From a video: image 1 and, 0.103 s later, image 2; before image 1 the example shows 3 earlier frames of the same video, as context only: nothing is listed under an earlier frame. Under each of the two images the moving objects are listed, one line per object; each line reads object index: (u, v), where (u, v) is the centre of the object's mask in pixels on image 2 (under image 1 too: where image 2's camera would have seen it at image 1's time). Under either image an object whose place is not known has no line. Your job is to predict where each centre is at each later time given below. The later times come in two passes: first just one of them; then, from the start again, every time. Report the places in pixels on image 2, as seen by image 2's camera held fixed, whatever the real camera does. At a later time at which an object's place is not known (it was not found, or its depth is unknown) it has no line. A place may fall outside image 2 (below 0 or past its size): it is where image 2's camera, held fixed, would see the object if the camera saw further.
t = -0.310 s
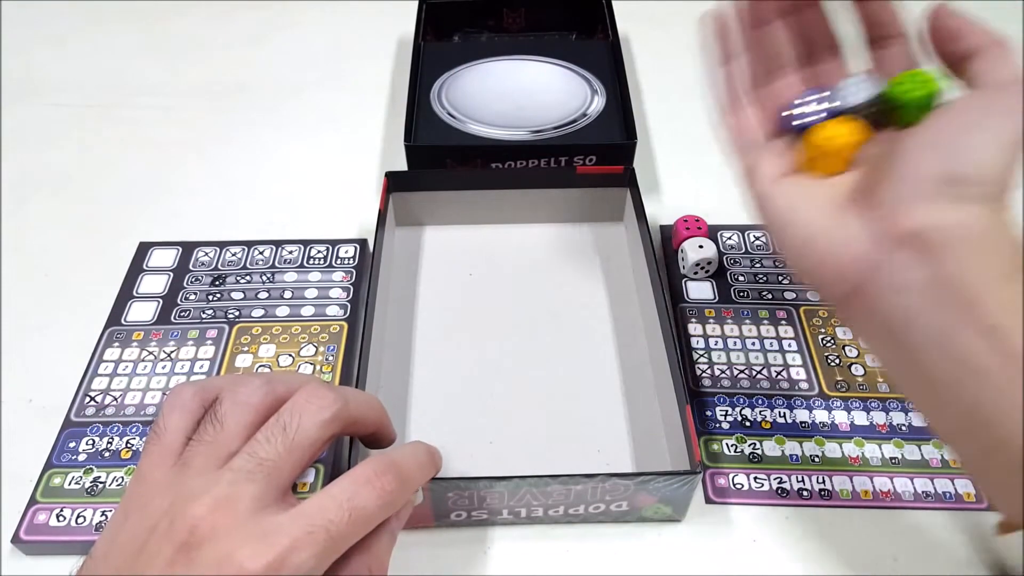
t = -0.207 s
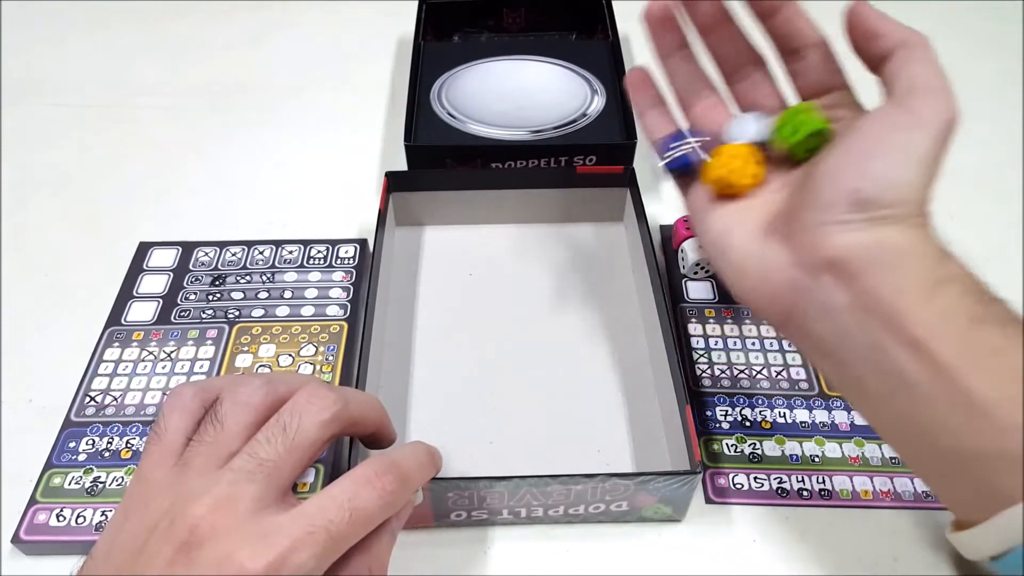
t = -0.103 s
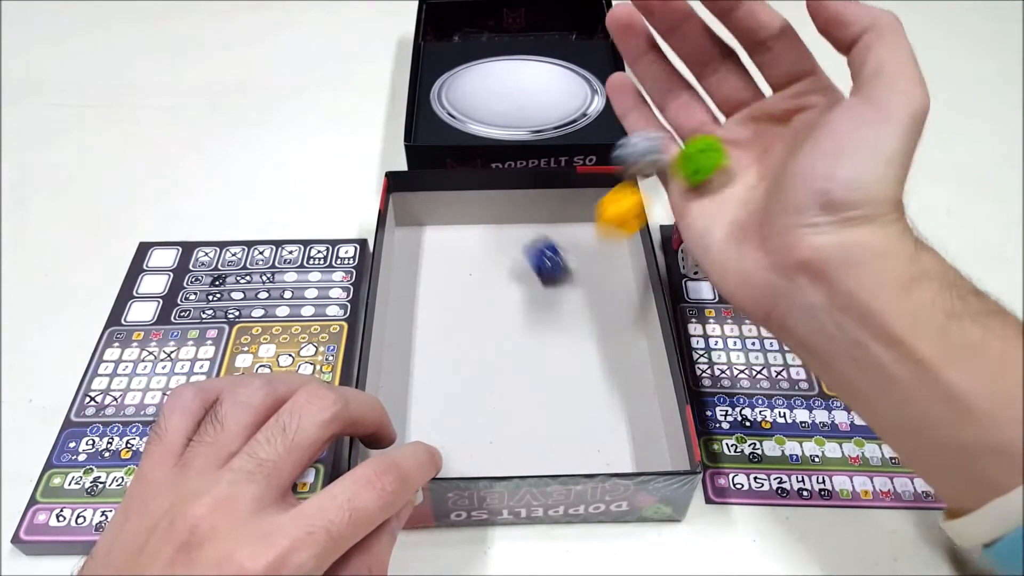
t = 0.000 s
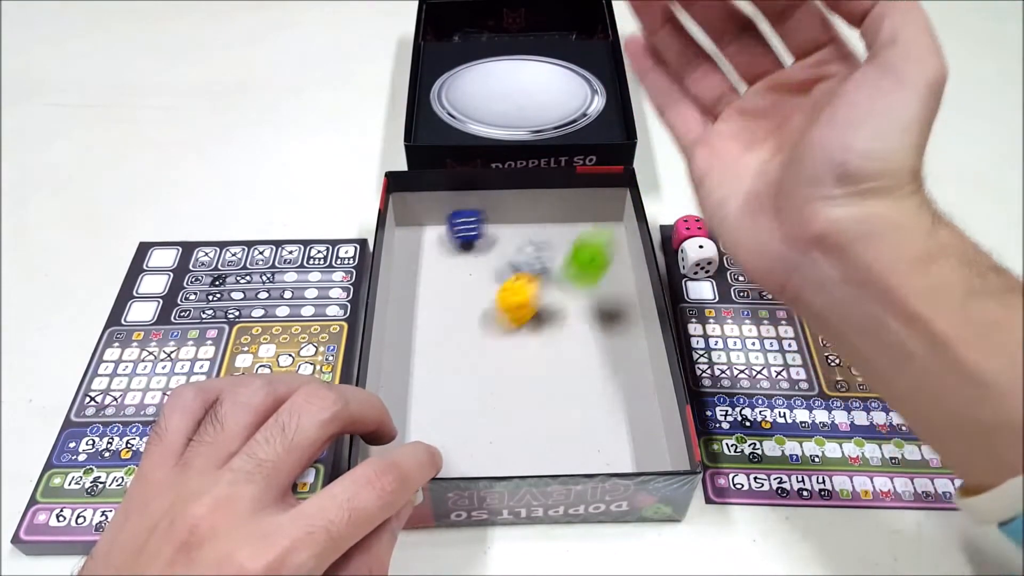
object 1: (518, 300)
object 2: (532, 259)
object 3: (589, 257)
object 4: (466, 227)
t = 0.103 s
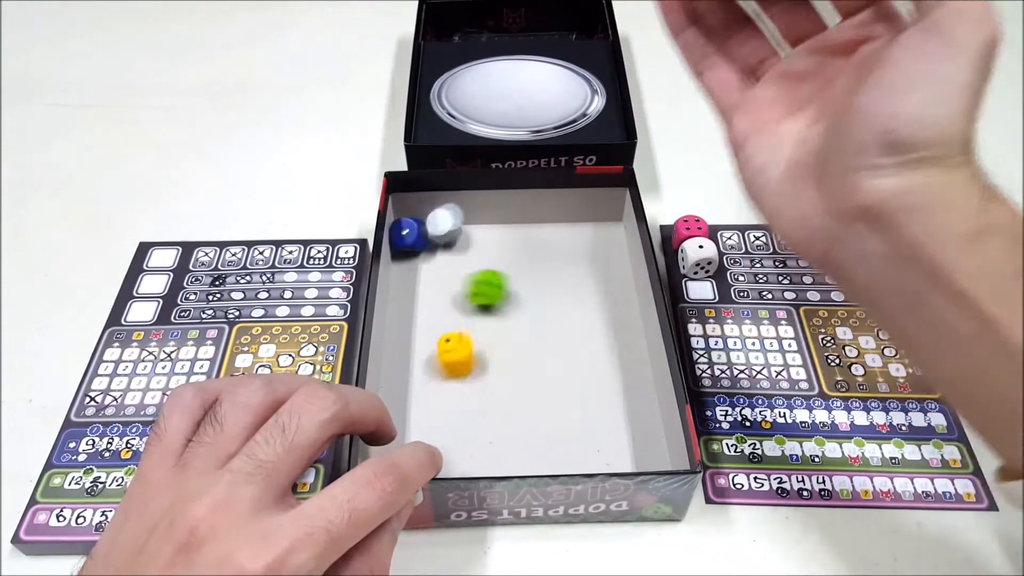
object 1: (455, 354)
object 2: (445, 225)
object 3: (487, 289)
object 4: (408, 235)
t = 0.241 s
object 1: (422, 394)
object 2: (465, 238)
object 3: (404, 269)
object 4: (416, 231)
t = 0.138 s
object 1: (443, 369)
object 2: (448, 230)
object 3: (458, 285)
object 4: (410, 236)
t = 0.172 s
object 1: (432, 380)
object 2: (454, 232)
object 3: (433, 280)
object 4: (412, 234)
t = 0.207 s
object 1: (427, 388)
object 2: (460, 234)
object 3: (411, 277)
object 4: (413, 233)
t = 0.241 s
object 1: (422, 394)
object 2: (465, 238)
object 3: (404, 269)
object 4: (416, 231)
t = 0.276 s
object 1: (423, 398)
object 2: (470, 240)
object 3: (412, 263)
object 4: (418, 229)
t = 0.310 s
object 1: (423, 399)
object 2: (473, 245)
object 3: (421, 261)
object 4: (420, 229)
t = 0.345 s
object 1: (423, 399)
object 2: (476, 247)
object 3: (427, 261)
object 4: (419, 230)
